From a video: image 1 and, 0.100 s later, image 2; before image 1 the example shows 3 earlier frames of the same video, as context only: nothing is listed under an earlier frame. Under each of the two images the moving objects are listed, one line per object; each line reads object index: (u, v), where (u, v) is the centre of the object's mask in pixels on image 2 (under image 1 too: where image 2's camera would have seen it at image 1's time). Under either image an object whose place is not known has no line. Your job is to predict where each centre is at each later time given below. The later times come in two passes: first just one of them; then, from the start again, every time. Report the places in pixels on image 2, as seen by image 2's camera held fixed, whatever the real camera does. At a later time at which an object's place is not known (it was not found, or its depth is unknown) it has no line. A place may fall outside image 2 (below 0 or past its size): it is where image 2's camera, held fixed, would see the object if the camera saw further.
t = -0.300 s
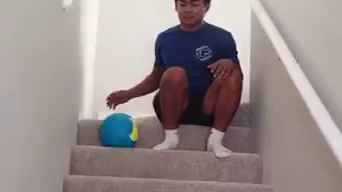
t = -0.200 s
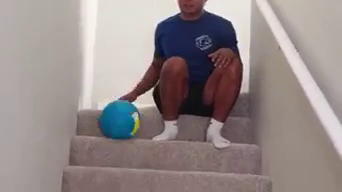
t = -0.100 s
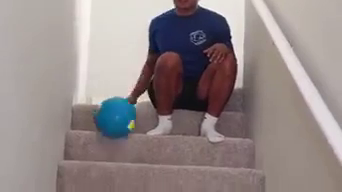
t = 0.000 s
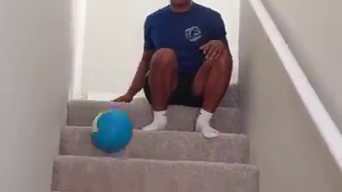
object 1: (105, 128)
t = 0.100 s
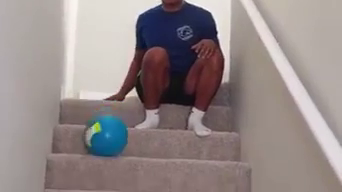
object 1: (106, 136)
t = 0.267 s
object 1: (108, 150)
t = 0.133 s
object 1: (106, 136)
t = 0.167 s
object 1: (107, 137)
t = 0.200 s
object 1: (107, 139)
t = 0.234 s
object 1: (108, 143)
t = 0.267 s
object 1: (108, 150)
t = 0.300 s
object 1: (107, 157)
